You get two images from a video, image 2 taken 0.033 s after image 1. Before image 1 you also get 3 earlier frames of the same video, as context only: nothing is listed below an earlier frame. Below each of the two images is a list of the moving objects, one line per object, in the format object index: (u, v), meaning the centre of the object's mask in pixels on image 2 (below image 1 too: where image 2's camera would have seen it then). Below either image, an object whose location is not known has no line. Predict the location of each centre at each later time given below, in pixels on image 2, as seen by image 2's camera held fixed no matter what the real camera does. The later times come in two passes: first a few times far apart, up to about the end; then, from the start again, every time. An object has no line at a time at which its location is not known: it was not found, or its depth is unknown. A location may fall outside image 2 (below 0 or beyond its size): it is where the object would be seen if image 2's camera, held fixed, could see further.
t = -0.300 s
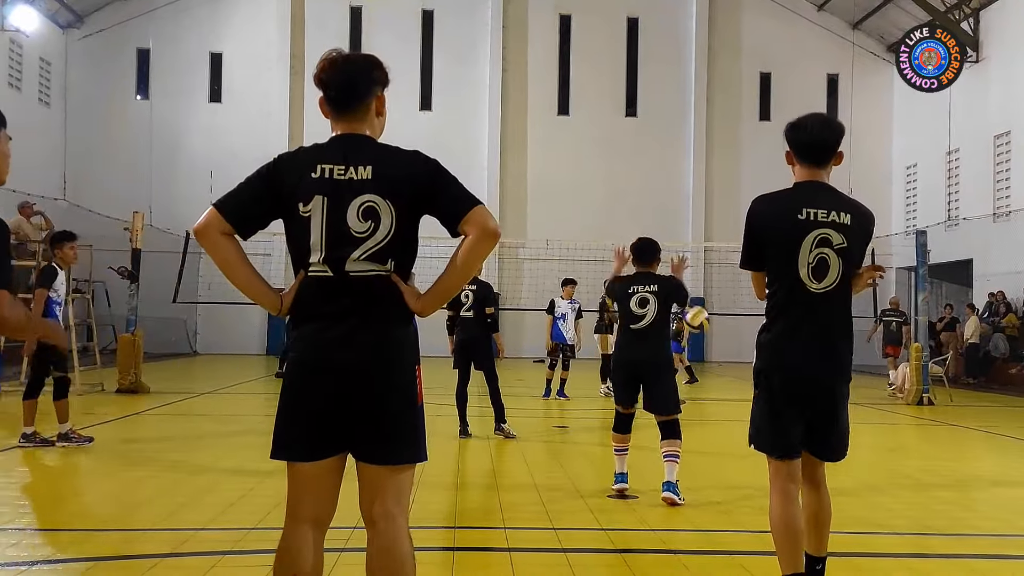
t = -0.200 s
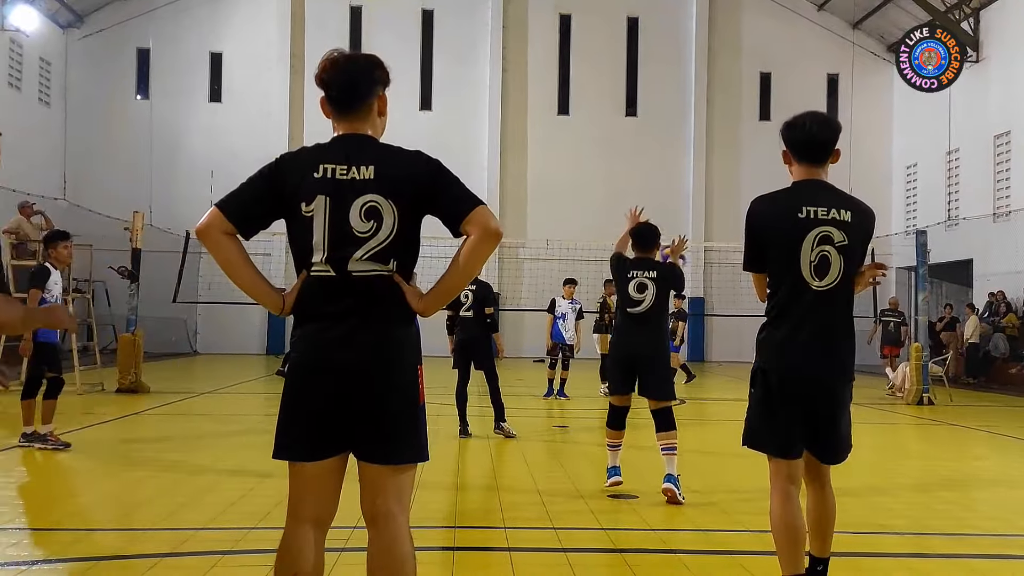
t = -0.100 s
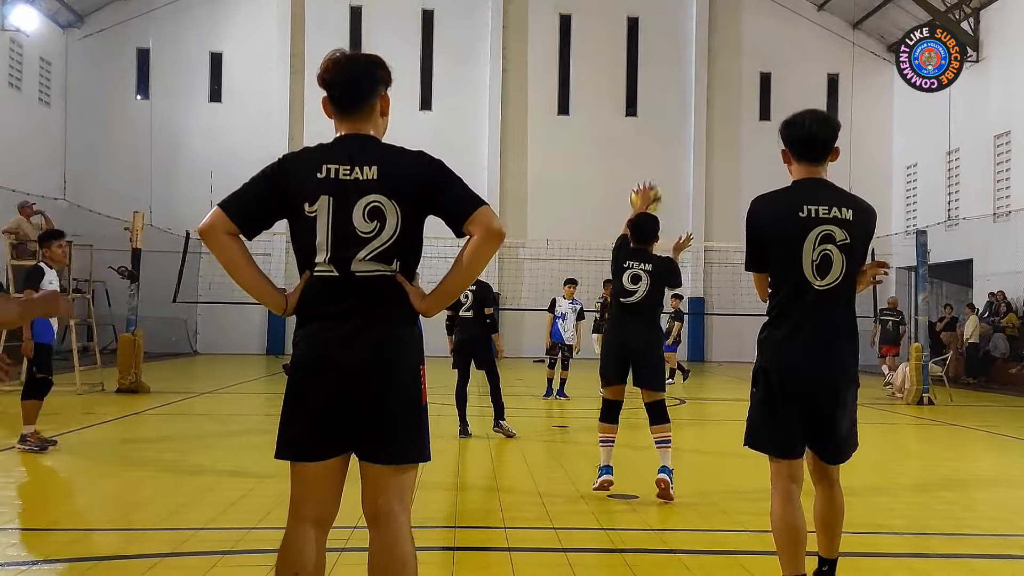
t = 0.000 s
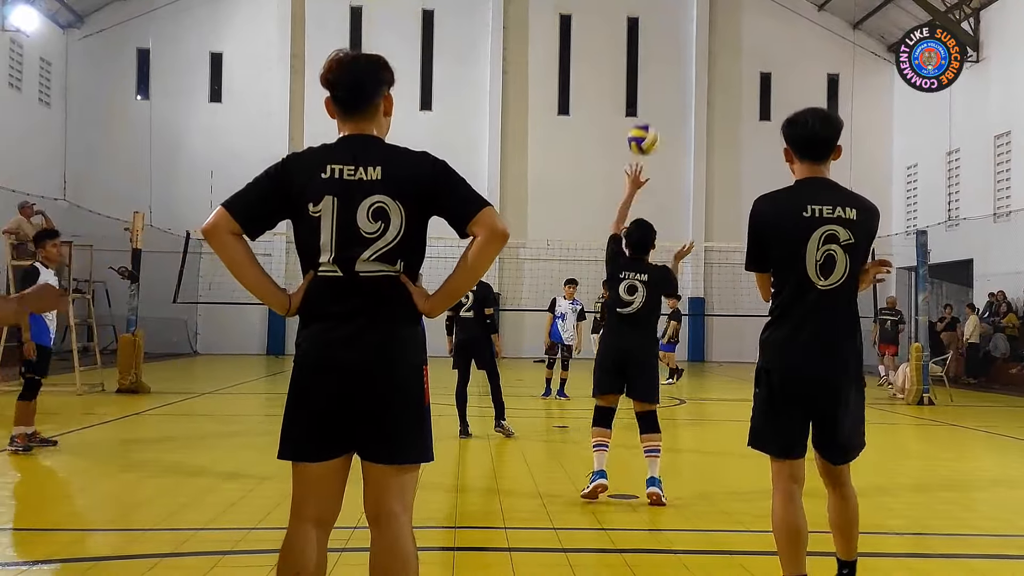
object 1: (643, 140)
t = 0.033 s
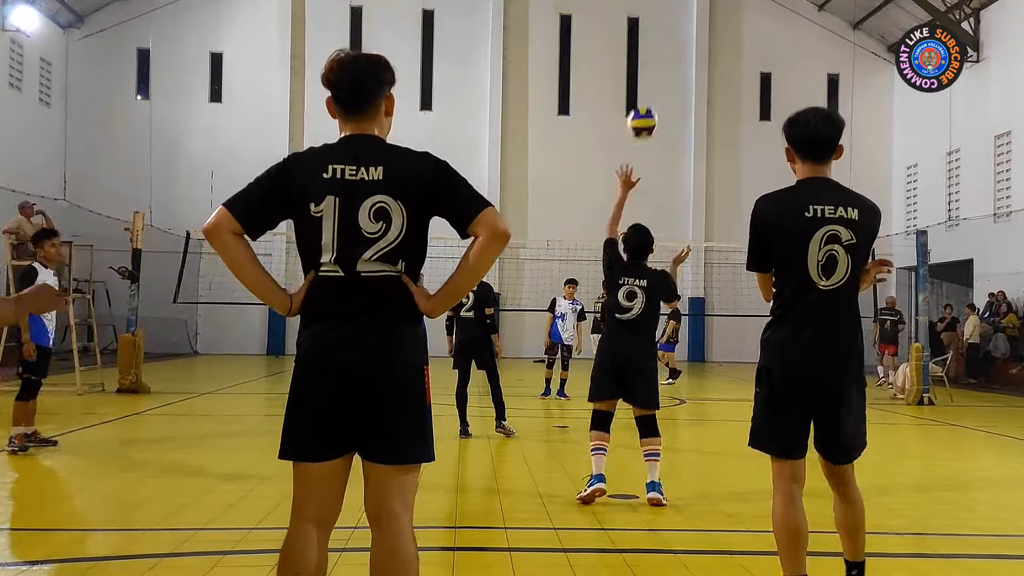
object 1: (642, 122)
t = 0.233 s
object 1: (636, 57)
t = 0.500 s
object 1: (624, 57)
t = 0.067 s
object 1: (641, 107)
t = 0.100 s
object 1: (640, 94)
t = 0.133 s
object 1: (639, 82)
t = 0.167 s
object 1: (638, 72)
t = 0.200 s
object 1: (637, 64)
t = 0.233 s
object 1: (636, 57)
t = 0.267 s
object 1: (634, 51)
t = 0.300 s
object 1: (633, 47)
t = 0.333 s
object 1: (632, 45)
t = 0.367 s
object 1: (630, 44)
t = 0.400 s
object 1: (629, 45)
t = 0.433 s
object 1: (628, 47)
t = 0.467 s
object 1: (626, 51)
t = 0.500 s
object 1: (624, 57)
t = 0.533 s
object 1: (623, 64)
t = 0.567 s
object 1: (622, 73)
